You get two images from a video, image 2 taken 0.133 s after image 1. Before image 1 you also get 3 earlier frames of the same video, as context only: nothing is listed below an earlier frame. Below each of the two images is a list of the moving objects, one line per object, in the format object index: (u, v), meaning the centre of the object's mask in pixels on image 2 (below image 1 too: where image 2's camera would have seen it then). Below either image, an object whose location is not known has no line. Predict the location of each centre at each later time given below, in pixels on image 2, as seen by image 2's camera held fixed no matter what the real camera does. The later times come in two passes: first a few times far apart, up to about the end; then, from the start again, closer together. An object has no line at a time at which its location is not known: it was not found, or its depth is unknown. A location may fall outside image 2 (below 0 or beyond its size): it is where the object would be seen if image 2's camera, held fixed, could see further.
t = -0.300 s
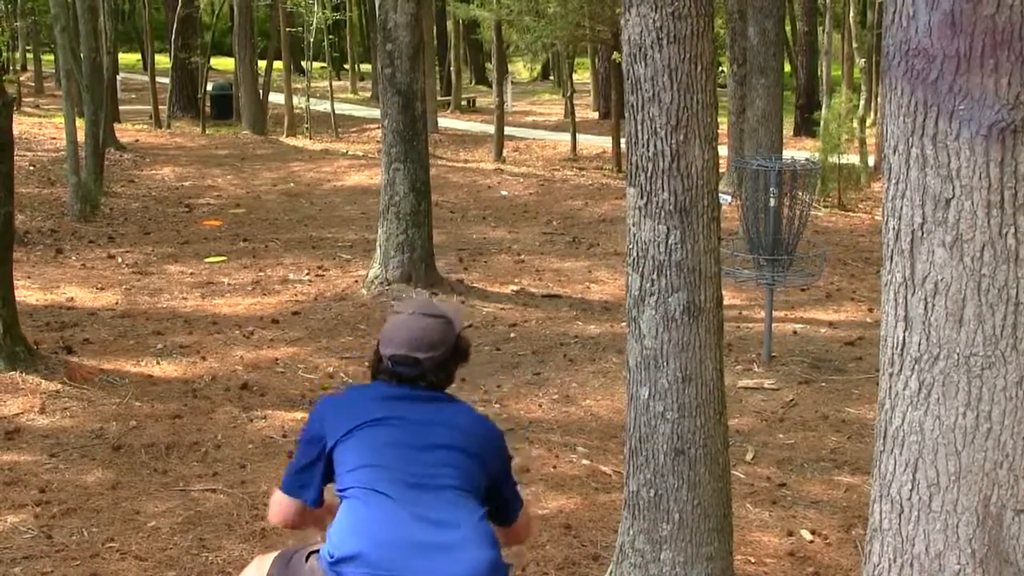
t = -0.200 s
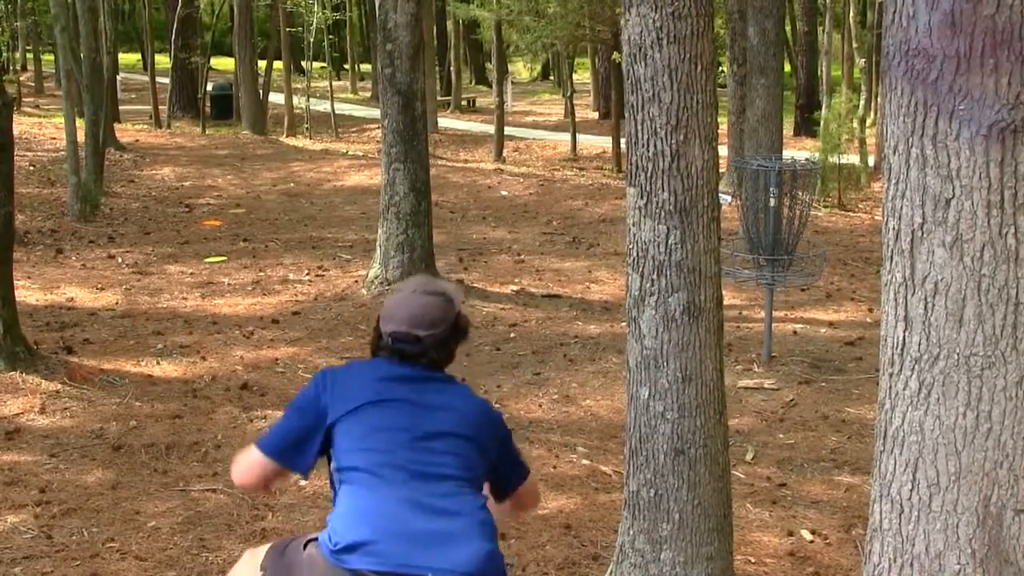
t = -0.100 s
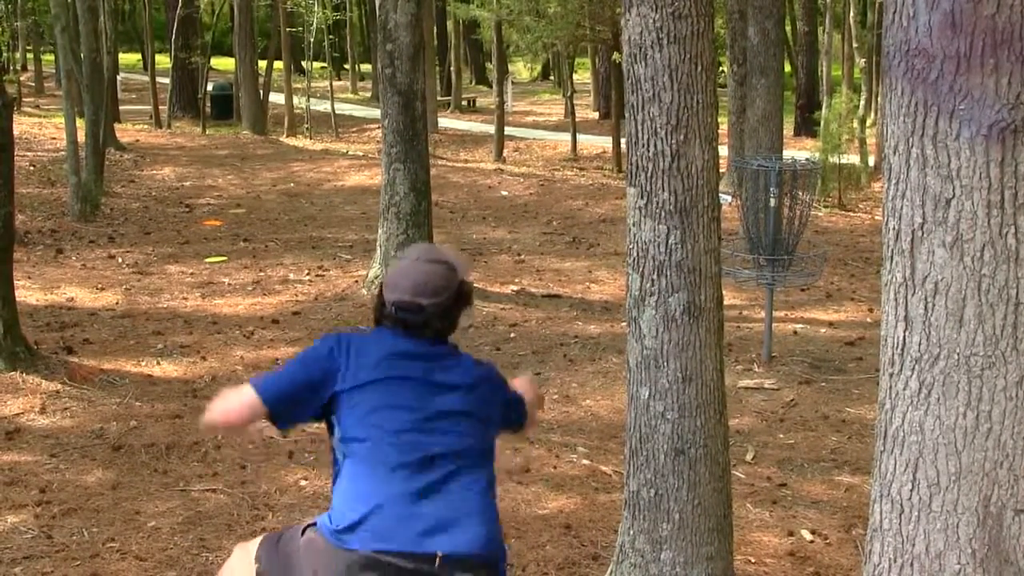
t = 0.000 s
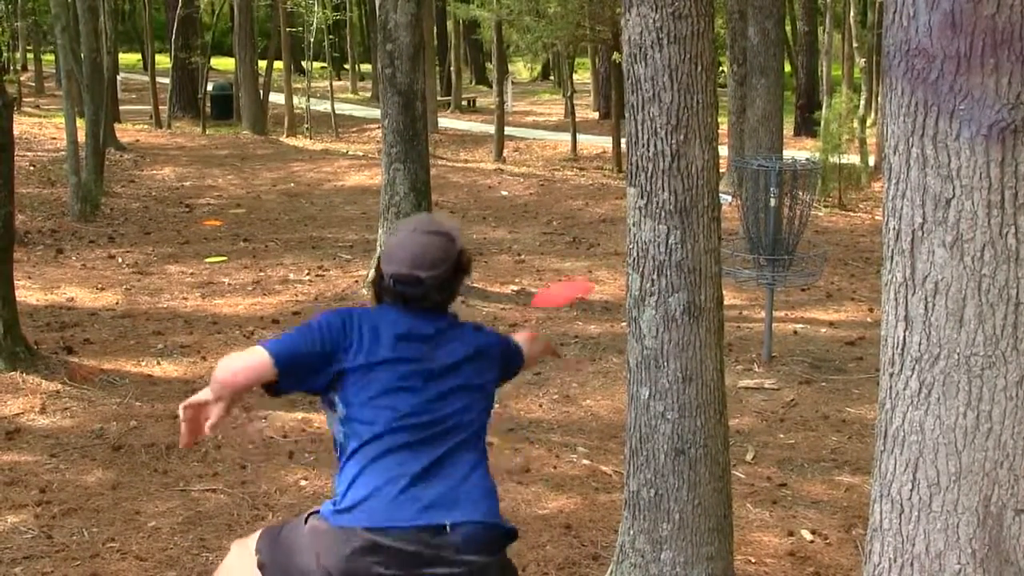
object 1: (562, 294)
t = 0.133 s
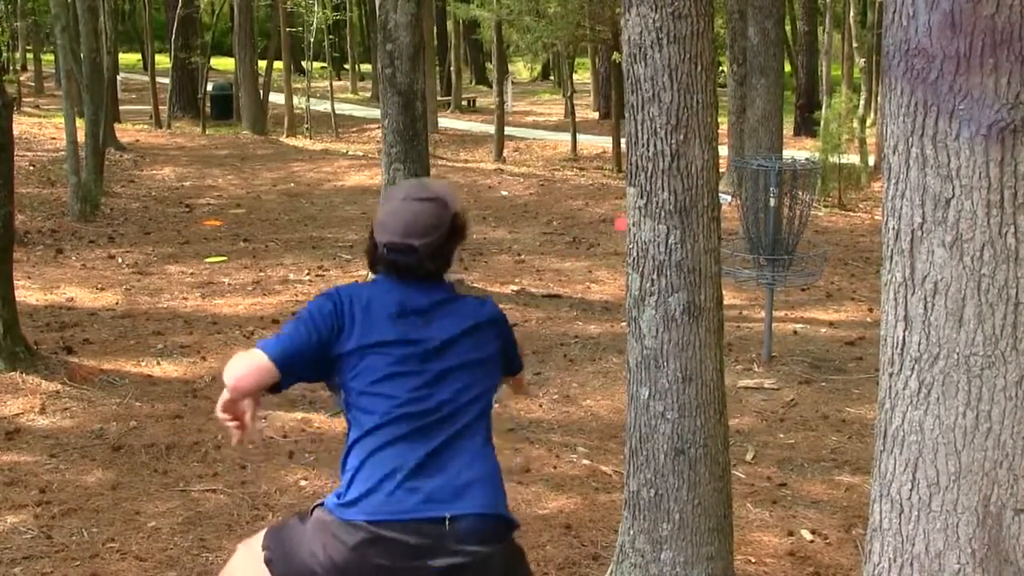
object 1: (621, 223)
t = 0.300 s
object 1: (724, 193)
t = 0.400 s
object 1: (742, 196)
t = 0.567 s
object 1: (776, 215)
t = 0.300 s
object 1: (724, 193)
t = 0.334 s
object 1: (729, 193)
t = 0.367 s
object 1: (734, 194)
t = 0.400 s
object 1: (742, 196)
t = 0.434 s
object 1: (749, 199)
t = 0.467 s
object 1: (756, 202)
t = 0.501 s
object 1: (764, 206)
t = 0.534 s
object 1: (770, 210)
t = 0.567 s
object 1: (776, 215)
